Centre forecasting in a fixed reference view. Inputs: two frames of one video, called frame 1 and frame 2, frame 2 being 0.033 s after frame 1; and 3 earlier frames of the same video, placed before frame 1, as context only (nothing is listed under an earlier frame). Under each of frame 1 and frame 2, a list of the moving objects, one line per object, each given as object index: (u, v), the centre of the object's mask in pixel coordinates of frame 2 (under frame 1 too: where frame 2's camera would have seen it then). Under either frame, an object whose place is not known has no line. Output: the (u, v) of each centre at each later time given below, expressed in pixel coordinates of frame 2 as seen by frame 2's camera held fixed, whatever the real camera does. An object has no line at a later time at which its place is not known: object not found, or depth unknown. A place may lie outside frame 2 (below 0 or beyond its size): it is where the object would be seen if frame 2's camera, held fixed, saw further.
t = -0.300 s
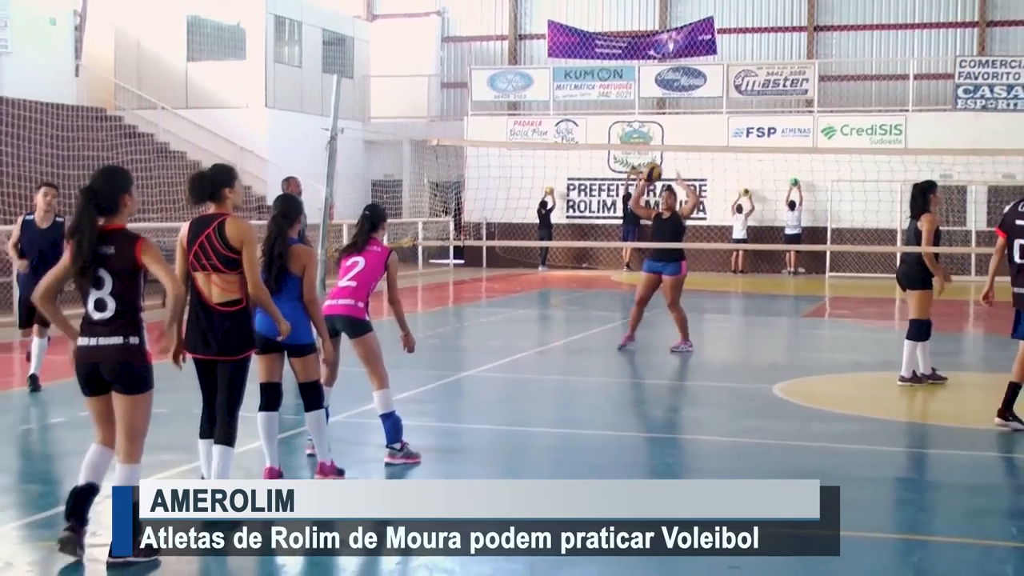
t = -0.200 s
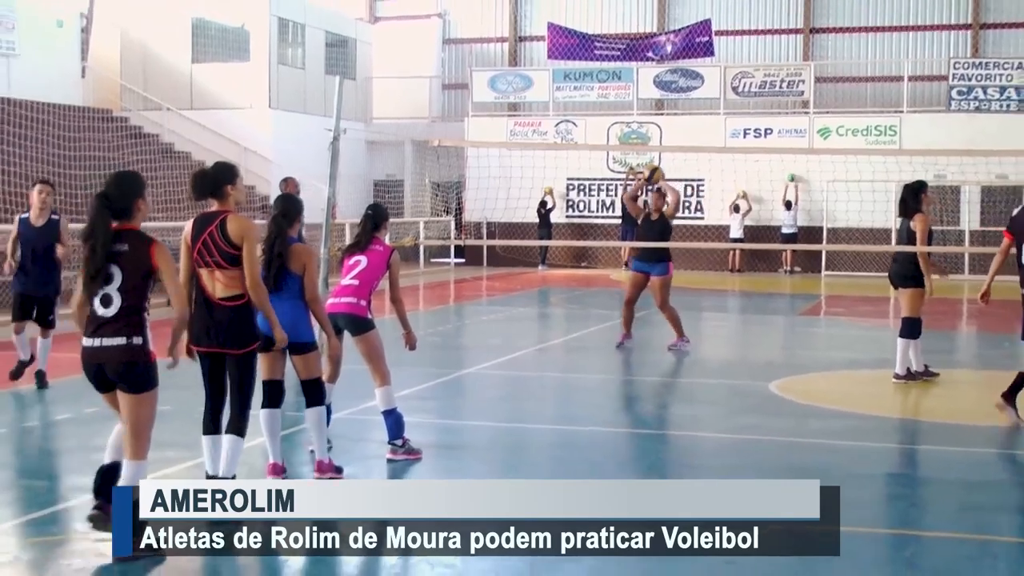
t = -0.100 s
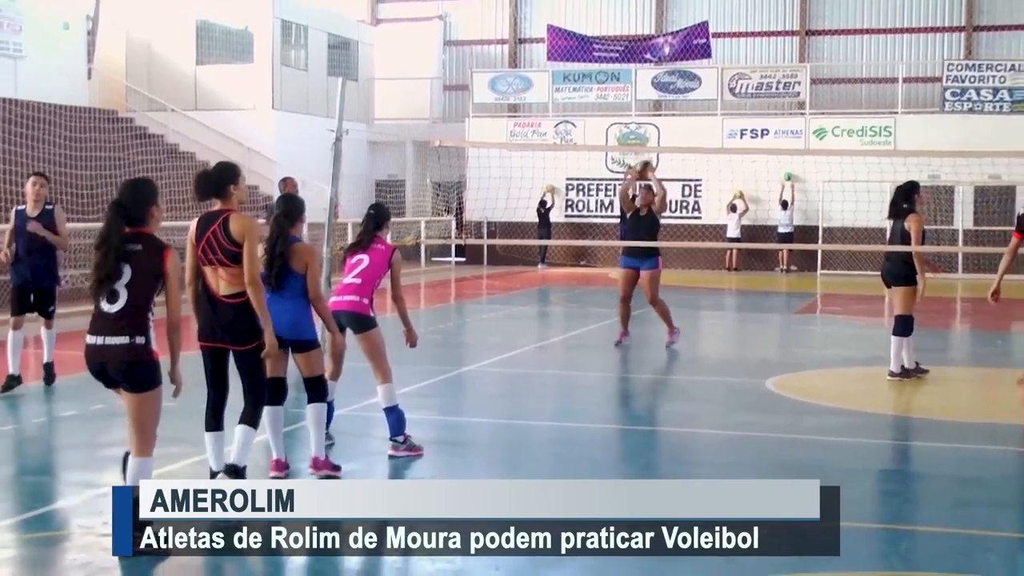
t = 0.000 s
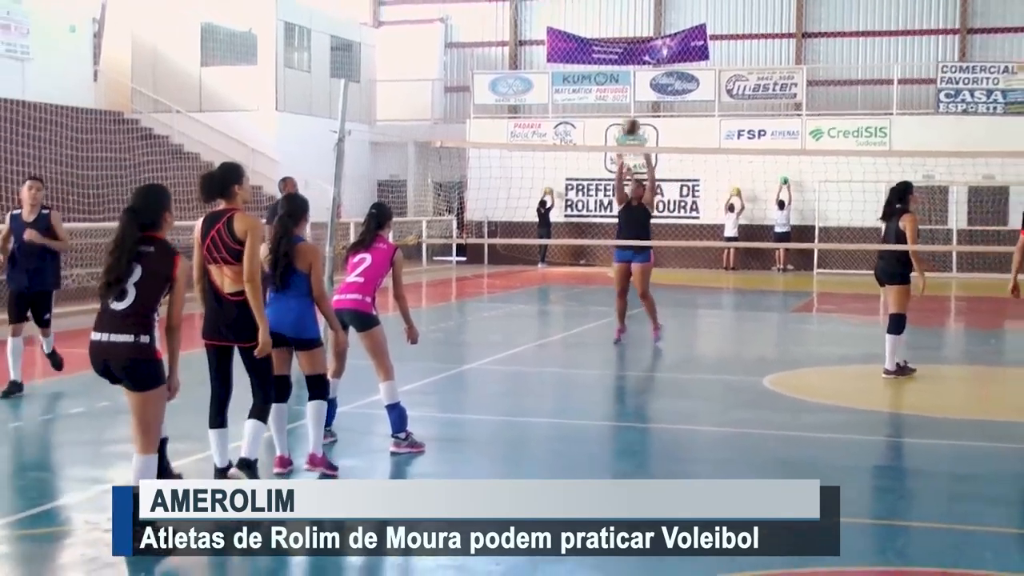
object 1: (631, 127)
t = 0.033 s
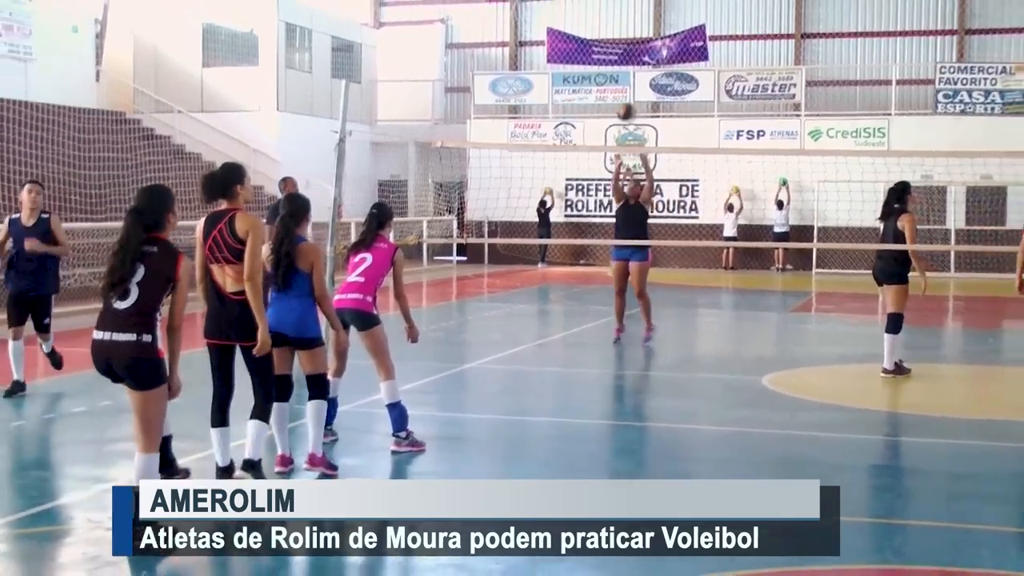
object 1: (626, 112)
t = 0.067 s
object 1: (620, 97)
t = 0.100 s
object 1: (615, 83)
